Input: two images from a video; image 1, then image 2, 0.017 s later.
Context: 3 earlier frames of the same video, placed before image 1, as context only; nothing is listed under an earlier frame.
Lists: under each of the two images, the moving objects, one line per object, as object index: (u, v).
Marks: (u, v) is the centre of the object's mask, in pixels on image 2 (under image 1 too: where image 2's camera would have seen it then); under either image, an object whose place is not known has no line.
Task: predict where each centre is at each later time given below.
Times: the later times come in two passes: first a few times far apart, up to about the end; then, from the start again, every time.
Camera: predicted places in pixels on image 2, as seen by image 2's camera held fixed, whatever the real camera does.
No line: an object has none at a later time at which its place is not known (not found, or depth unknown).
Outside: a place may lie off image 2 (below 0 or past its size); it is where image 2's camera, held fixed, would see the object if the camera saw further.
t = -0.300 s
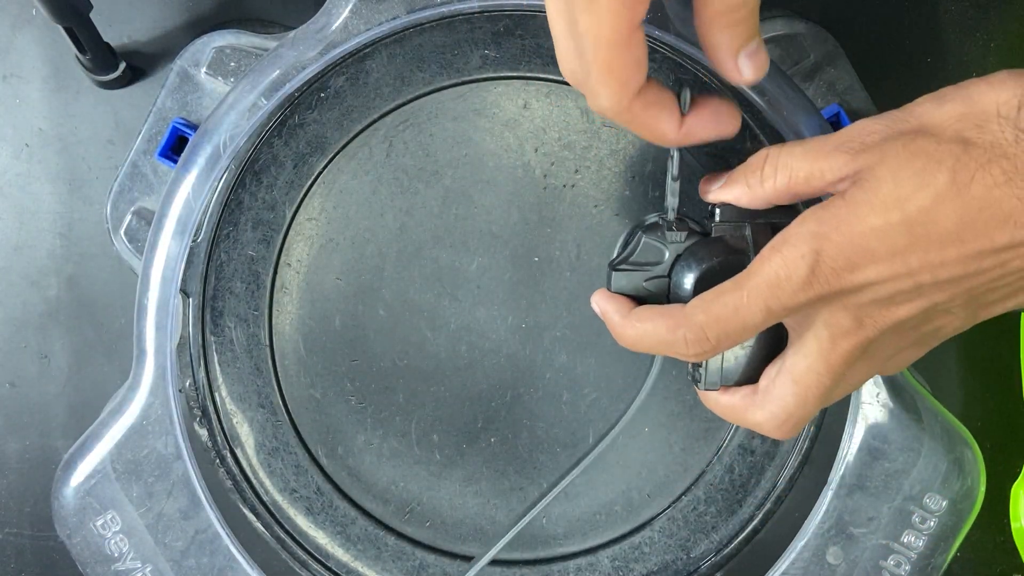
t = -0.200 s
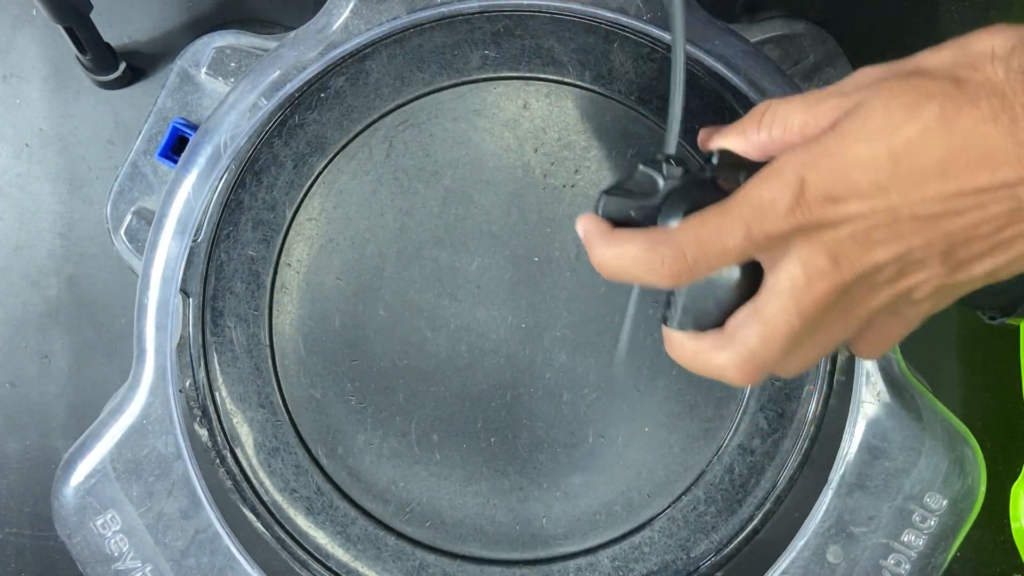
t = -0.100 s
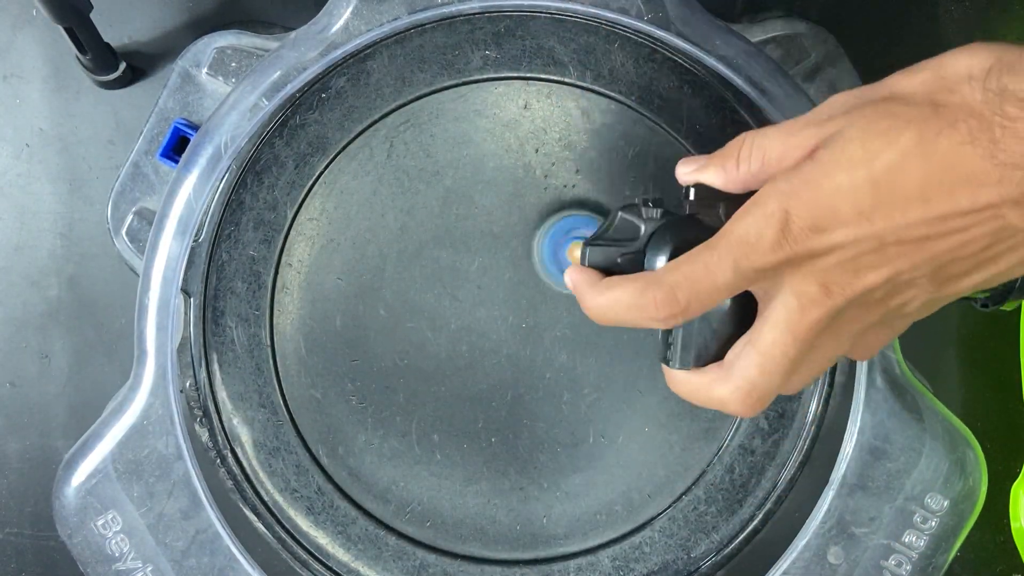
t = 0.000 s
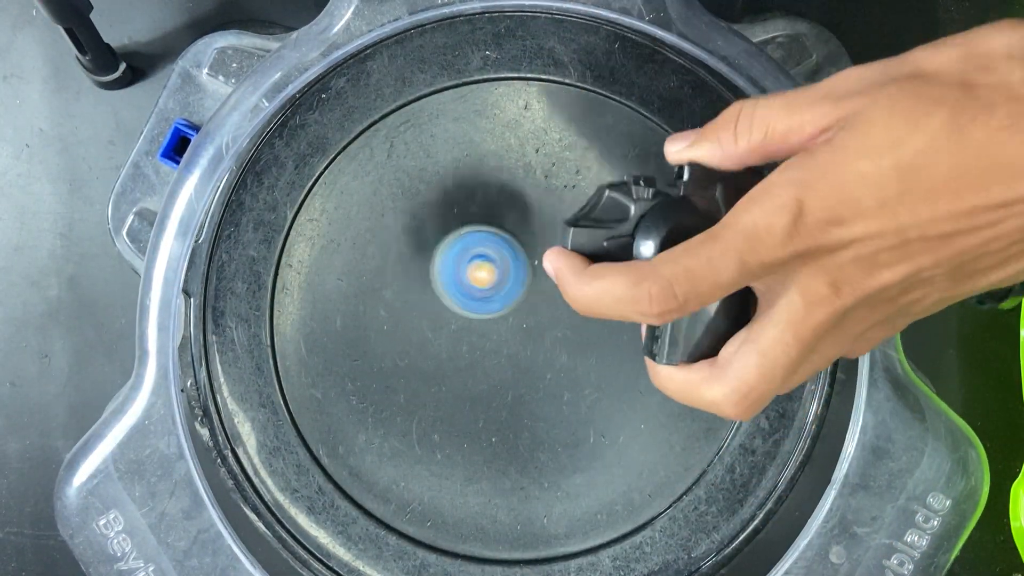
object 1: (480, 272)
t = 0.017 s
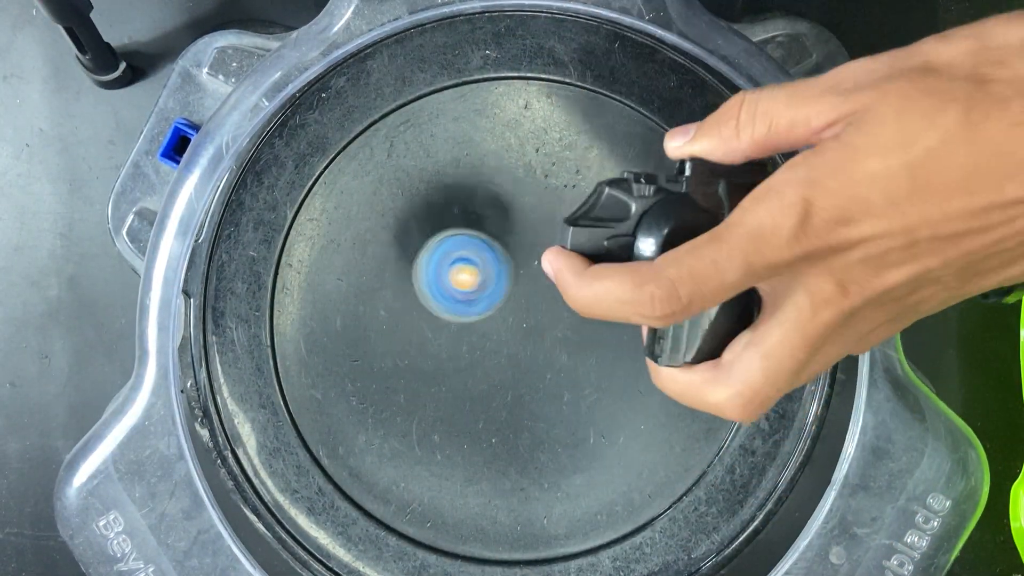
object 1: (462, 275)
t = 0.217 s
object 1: (396, 361)
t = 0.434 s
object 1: (567, 437)
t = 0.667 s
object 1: (648, 254)
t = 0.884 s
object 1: (470, 188)
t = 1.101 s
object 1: (395, 387)
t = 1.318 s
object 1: (556, 509)
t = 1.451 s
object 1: (654, 462)
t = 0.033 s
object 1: (446, 278)
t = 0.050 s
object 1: (431, 281)
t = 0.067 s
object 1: (416, 283)
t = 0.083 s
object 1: (403, 284)
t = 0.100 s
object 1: (392, 287)
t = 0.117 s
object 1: (390, 299)
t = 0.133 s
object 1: (389, 309)
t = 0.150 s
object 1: (389, 321)
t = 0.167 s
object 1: (389, 331)
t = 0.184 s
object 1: (390, 341)
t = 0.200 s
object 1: (392, 351)
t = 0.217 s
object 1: (396, 361)
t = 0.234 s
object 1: (406, 373)
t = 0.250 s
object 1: (418, 386)
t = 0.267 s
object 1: (429, 397)
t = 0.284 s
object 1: (440, 407)
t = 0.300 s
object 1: (453, 416)
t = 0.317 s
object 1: (466, 423)
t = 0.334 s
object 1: (479, 429)
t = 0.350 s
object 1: (493, 434)
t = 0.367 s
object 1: (508, 439)
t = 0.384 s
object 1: (523, 441)
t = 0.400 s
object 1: (539, 441)
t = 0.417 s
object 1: (553, 440)
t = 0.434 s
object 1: (567, 437)
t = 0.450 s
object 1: (580, 432)
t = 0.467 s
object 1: (592, 425)
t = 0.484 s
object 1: (604, 416)
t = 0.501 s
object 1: (615, 404)
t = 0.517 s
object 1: (625, 392)
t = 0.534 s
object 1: (633, 380)
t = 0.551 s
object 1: (641, 365)
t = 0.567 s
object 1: (647, 350)
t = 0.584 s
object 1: (649, 336)
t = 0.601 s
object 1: (649, 320)
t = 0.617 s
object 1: (650, 303)
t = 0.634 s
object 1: (650, 286)
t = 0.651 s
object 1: (650, 268)
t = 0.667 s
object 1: (648, 254)
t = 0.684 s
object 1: (643, 240)
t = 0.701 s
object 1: (637, 227)
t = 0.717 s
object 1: (627, 213)
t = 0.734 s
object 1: (617, 201)
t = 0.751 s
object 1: (603, 191)
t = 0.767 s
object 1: (587, 184)
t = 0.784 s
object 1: (572, 178)
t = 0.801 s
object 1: (556, 175)
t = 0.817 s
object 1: (539, 173)
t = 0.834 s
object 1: (521, 173)
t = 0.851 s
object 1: (504, 176)
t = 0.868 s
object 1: (486, 180)
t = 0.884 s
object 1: (470, 188)
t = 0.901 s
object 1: (454, 197)
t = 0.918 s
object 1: (440, 207)
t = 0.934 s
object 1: (426, 219)
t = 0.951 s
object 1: (414, 232)
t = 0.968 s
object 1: (403, 248)
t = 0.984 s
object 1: (395, 264)
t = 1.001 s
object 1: (389, 281)
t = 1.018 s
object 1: (385, 299)
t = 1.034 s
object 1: (383, 317)
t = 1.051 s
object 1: (383, 334)
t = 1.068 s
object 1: (385, 353)
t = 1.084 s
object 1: (389, 370)
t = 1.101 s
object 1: (395, 387)
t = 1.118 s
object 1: (403, 403)
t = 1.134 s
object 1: (412, 418)
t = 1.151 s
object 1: (422, 432)
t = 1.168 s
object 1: (433, 446)
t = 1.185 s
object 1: (445, 458)
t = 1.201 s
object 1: (457, 469)
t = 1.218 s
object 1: (470, 479)
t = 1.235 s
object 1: (484, 489)
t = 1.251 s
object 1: (498, 496)
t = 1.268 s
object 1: (513, 502)
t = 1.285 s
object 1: (527, 506)
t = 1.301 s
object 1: (542, 509)
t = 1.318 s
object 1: (556, 509)
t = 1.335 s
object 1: (570, 509)
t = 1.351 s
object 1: (584, 506)
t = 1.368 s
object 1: (598, 503)
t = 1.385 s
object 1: (612, 497)
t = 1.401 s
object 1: (624, 490)
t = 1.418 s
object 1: (635, 482)
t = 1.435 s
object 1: (645, 473)
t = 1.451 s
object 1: (654, 462)
